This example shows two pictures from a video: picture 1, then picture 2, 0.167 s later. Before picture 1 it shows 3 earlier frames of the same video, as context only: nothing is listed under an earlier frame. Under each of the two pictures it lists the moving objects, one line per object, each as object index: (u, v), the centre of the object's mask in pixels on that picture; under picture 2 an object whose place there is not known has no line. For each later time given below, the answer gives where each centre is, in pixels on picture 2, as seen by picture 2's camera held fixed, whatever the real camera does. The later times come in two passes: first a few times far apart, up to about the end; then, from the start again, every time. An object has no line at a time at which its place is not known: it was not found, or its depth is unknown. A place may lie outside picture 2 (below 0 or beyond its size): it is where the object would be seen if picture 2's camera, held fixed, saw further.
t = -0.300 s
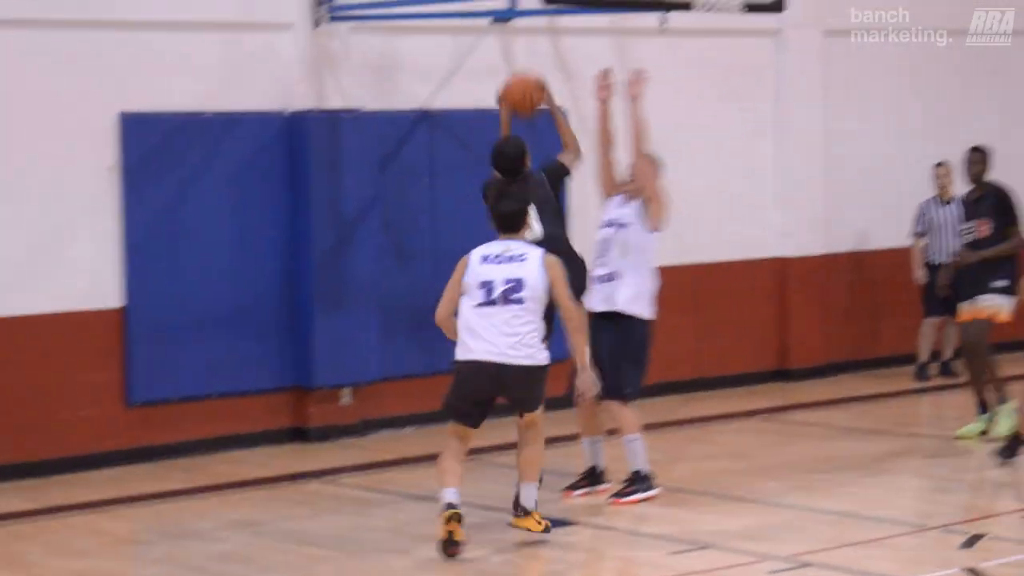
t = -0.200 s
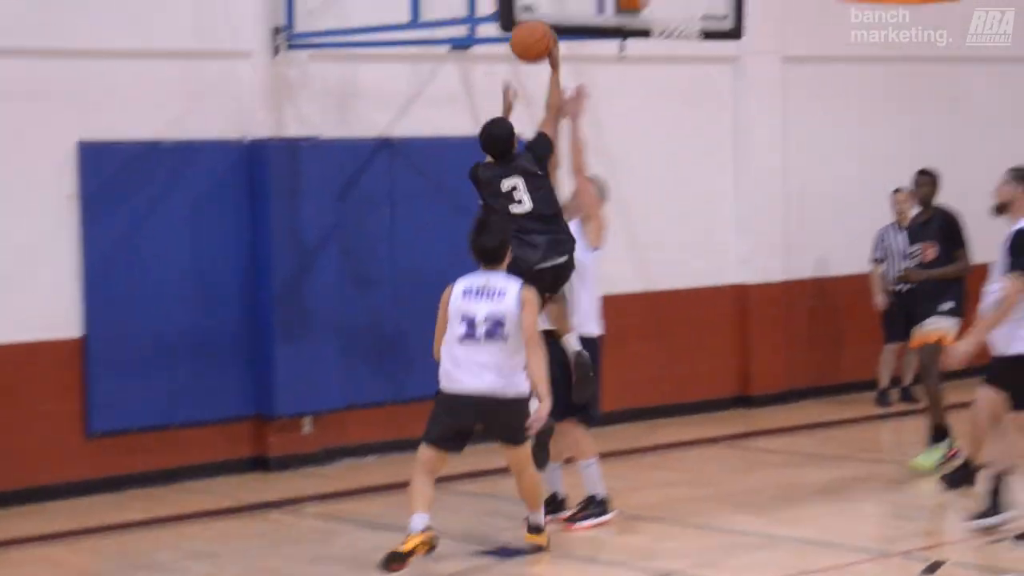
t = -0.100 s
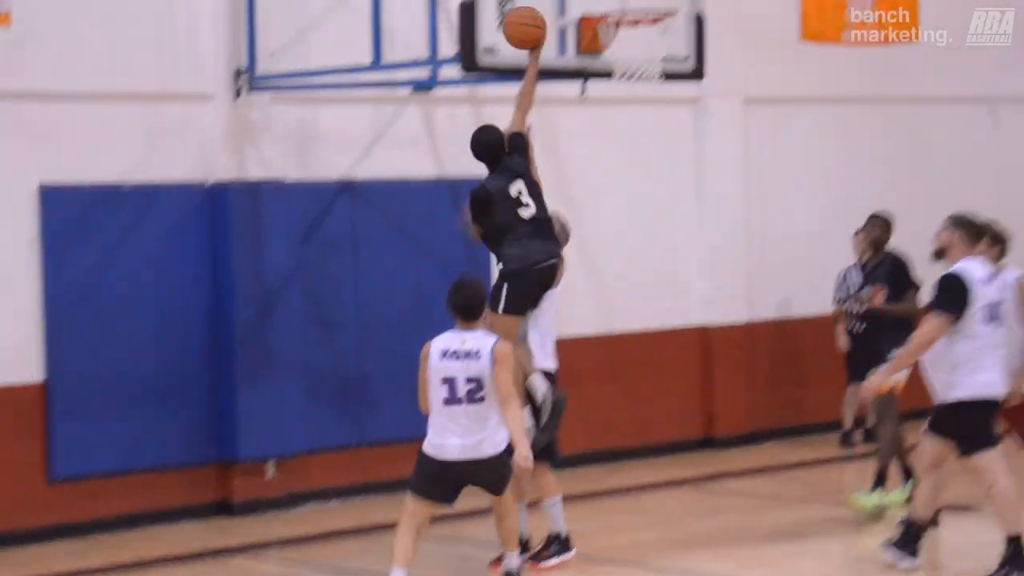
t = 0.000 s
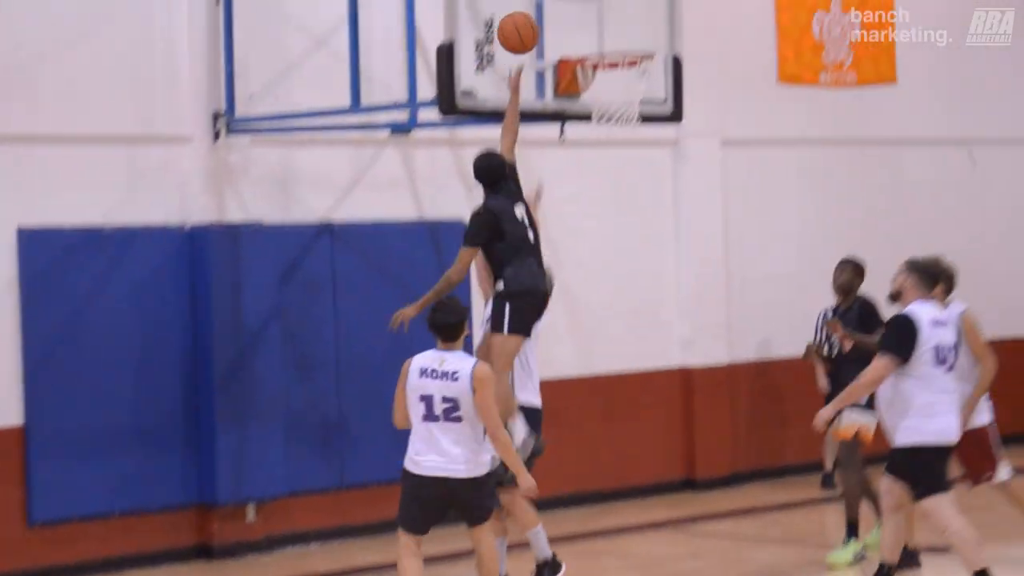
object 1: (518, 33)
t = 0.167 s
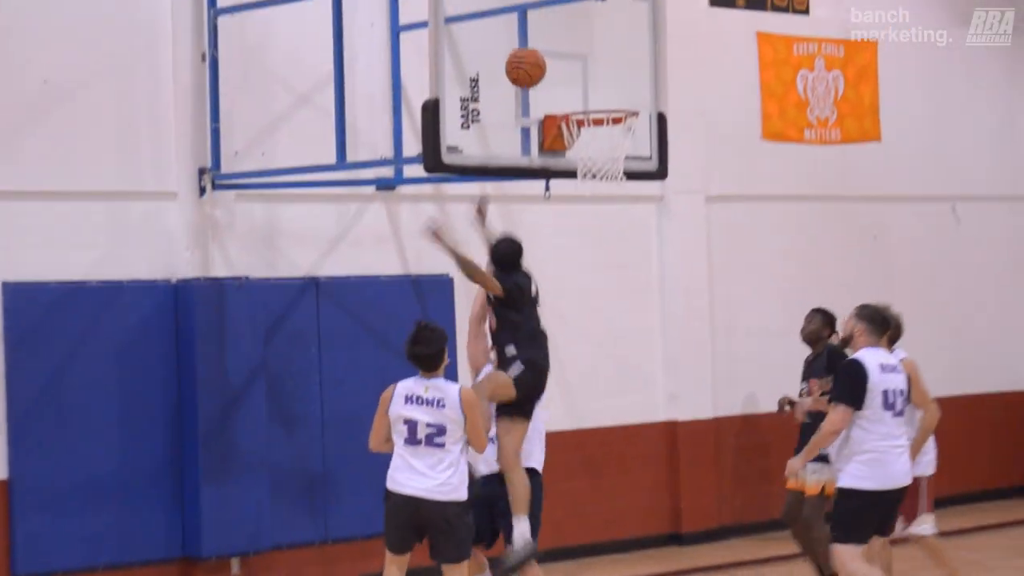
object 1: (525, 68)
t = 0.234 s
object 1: (535, 72)
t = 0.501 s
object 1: (611, 118)
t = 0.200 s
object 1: (530, 69)
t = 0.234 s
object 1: (535, 72)
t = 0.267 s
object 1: (539, 77)
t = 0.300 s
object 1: (550, 81)
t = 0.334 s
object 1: (560, 87)
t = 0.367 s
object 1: (570, 94)
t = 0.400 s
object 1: (580, 99)
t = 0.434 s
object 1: (592, 109)
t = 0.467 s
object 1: (603, 115)
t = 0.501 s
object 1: (611, 118)
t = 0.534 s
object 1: (617, 122)
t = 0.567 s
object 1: (616, 125)
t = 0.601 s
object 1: (615, 131)
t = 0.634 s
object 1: (615, 136)
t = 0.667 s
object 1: (612, 138)
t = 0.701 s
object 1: (606, 139)
